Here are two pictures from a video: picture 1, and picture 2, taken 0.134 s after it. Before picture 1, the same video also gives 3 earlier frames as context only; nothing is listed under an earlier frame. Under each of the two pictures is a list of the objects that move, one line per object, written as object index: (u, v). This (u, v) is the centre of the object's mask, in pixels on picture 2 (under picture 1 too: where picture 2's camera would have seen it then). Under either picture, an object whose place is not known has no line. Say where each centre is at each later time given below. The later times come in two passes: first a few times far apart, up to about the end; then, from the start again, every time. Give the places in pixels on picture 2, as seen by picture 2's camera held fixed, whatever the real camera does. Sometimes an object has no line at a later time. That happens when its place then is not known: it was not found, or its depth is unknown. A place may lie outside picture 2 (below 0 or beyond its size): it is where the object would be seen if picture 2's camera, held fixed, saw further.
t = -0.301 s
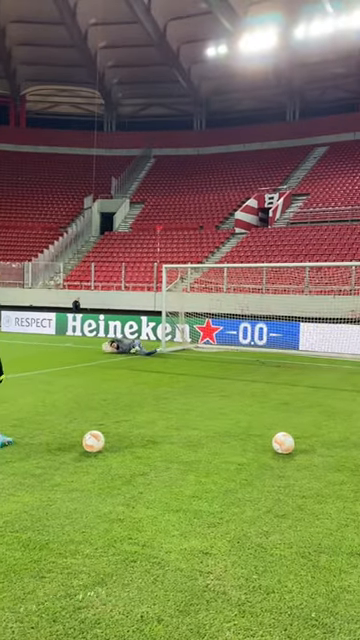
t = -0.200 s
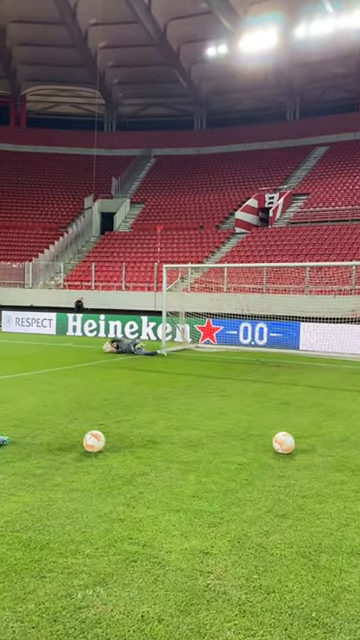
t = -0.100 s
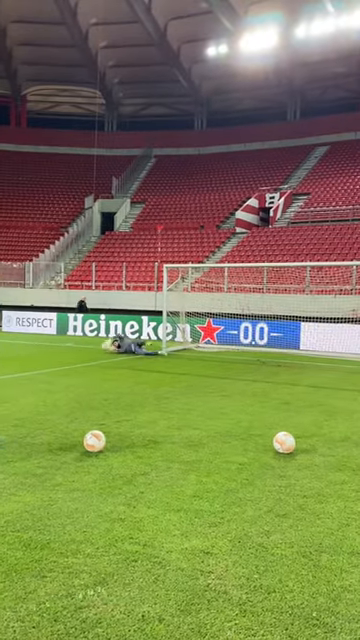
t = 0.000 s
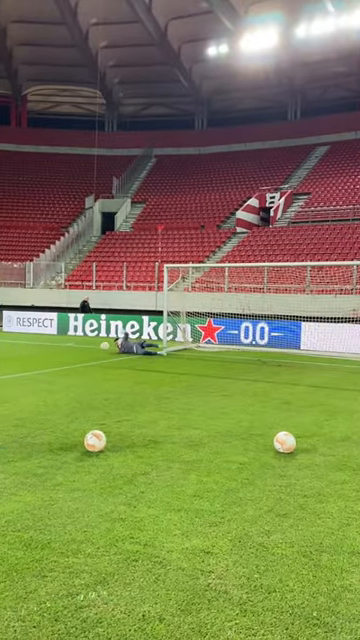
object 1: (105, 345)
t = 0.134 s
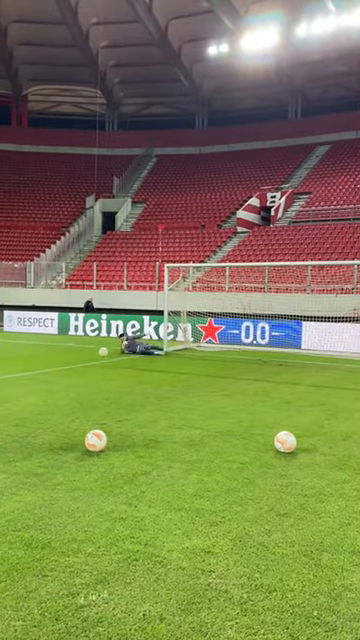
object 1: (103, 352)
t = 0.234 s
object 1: (101, 359)
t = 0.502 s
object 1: (97, 367)
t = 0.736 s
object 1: (94, 375)
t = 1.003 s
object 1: (88, 382)
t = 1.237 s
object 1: (81, 391)
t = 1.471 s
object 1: (71, 399)
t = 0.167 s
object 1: (102, 354)
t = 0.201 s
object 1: (101, 359)
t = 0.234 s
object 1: (101, 359)
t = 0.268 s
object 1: (101, 359)
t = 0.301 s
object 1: (100, 359)
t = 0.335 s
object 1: (100, 359)
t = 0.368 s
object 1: (99, 360)
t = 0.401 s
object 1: (99, 361)
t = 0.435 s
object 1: (99, 362)
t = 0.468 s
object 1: (98, 366)
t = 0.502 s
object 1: (97, 367)
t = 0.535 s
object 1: (97, 368)
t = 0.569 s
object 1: (97, 368)
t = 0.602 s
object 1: (96, 369)
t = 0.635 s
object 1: (95, 370)
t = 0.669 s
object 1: (95, 371)
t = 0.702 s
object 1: (94, 373)
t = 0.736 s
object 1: (94, 375)
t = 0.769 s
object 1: (94, 375)
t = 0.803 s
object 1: (93, 375)
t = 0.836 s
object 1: (92, 375)
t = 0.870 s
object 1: (92, 377)
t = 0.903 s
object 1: (91, 379)
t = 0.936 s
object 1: (90, 381)
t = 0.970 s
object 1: (89, 381)
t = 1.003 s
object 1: (88, 382)
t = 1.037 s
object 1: (87, 383)
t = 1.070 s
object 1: (86, 385)
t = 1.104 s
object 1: (85, 386)
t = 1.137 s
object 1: (84, 386)
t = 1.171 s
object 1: (83, 388)
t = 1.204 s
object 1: (81, 389)
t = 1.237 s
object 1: (81, 391)
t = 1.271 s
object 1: (79, 392)
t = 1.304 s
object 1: (78, 393)
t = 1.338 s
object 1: (77, 394)
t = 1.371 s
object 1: (75, 395)
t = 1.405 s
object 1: (74, 397)
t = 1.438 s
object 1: (72, 398)
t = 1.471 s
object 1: (71, 399)
